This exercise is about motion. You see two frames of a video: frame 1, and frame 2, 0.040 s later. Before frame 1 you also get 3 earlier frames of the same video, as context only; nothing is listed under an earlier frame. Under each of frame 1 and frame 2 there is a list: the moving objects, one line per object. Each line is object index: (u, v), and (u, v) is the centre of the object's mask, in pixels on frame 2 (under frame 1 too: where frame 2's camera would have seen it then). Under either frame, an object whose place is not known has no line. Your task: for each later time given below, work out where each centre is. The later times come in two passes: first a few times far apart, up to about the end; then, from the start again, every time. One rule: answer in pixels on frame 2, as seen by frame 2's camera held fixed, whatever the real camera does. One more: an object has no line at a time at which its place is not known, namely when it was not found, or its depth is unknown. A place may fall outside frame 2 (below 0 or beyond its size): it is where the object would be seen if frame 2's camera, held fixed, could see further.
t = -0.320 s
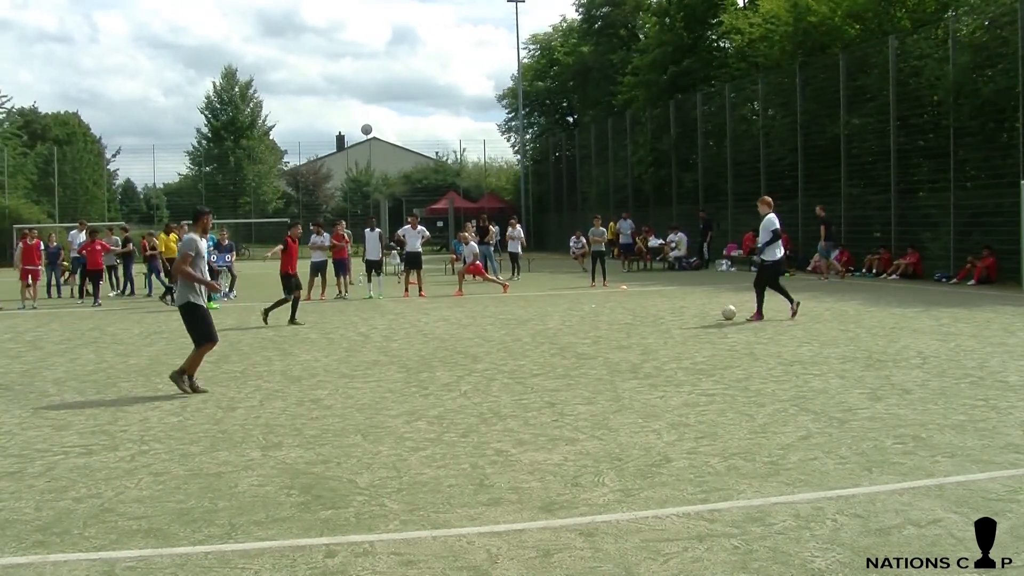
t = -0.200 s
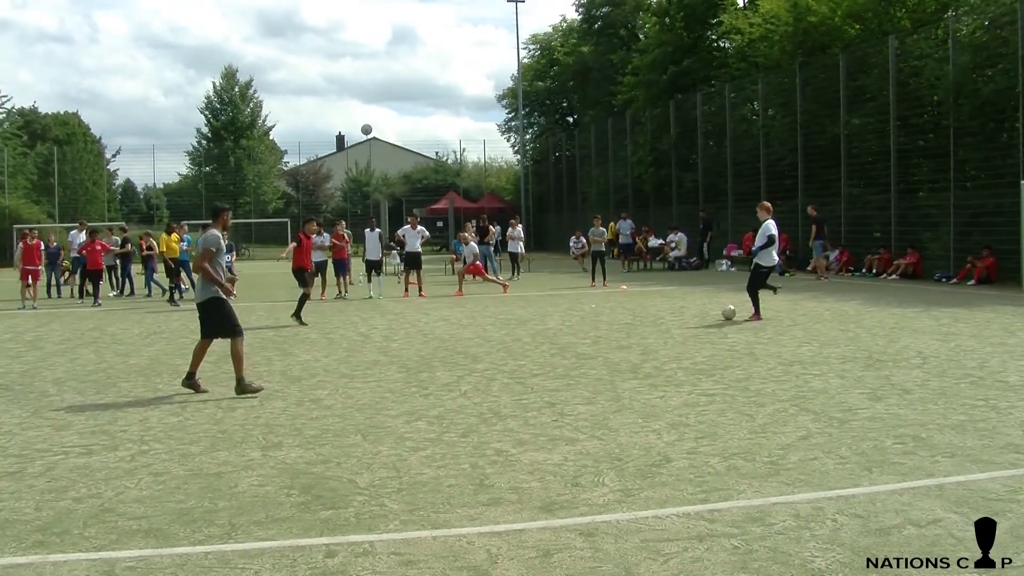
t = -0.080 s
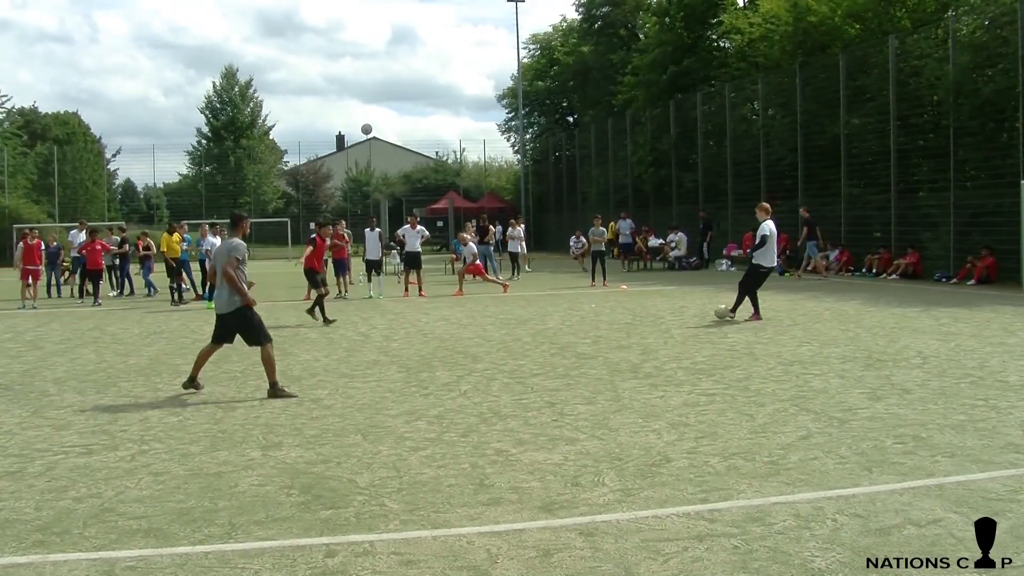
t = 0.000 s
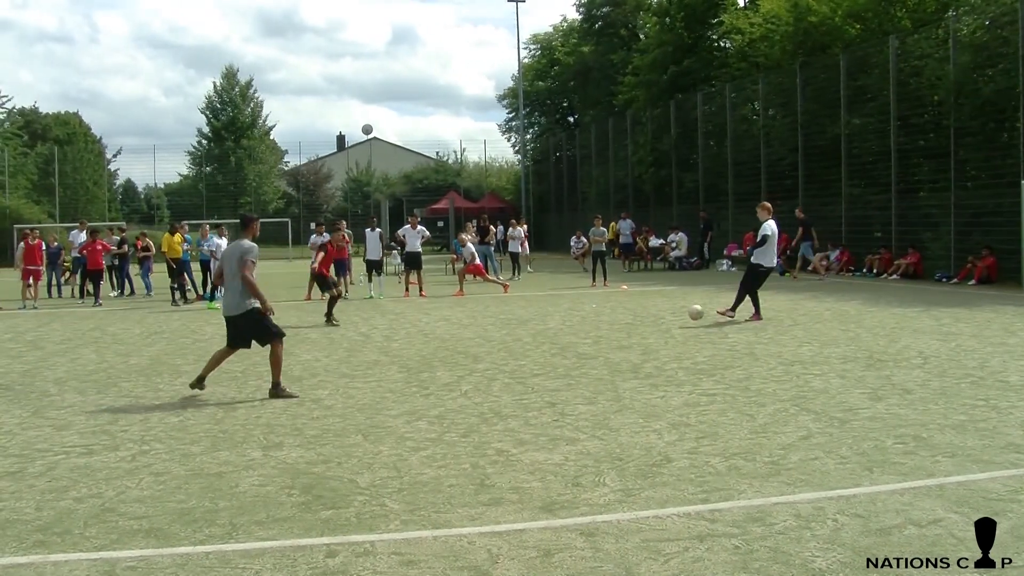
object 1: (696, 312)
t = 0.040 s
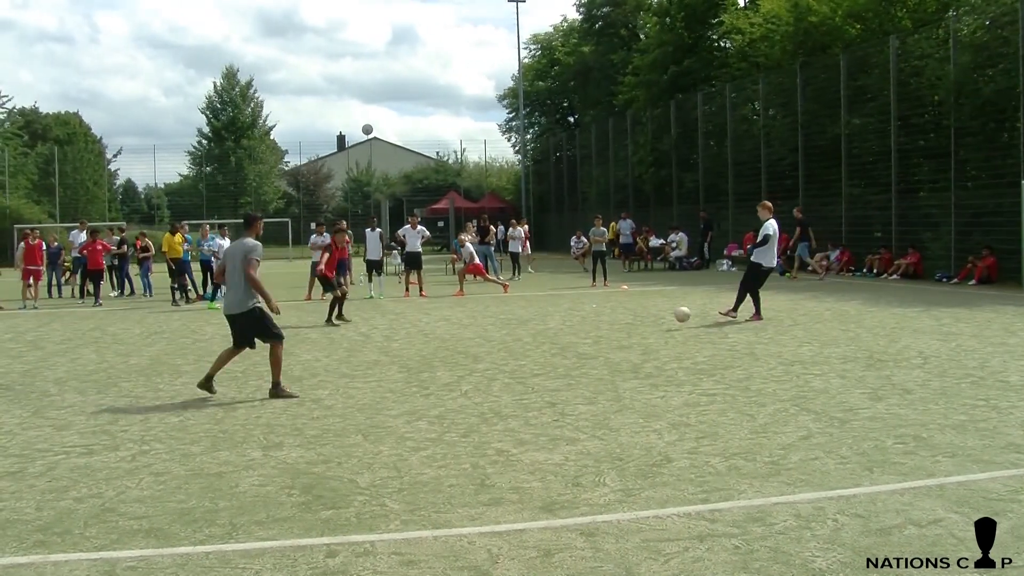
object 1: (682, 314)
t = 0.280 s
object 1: (593, 334)
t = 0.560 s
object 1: (481, 351)
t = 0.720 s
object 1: (413, 367)
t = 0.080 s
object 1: (668, 317)
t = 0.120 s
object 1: (654, 322)
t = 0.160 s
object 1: (638, 327)
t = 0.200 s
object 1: (622, 333)
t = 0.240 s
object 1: (607, 333)
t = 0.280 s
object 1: (593, 334)
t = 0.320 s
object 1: (578, 337)
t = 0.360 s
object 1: (561, 341)
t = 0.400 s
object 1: (544, 347)
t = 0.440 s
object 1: (529, 347)
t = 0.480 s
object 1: (514, 347)
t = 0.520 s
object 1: (498, 348)
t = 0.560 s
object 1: (481, 351)
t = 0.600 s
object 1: (464, 355)
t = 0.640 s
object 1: (446, 361)
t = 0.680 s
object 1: (428, 368)
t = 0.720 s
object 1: (413, 367)
